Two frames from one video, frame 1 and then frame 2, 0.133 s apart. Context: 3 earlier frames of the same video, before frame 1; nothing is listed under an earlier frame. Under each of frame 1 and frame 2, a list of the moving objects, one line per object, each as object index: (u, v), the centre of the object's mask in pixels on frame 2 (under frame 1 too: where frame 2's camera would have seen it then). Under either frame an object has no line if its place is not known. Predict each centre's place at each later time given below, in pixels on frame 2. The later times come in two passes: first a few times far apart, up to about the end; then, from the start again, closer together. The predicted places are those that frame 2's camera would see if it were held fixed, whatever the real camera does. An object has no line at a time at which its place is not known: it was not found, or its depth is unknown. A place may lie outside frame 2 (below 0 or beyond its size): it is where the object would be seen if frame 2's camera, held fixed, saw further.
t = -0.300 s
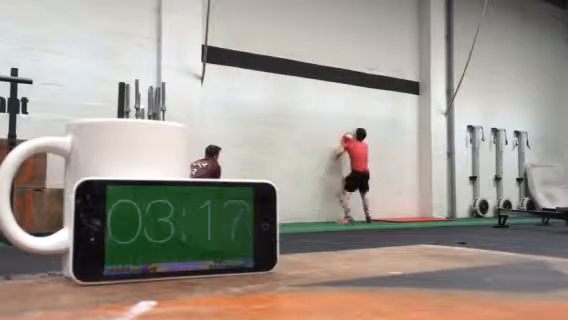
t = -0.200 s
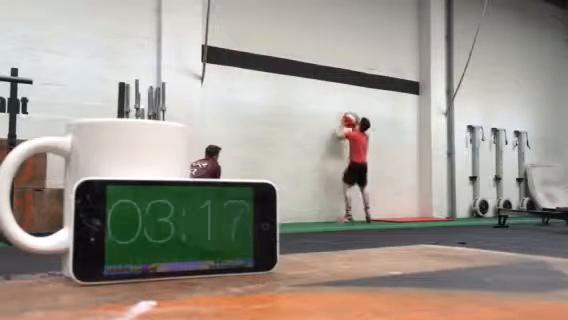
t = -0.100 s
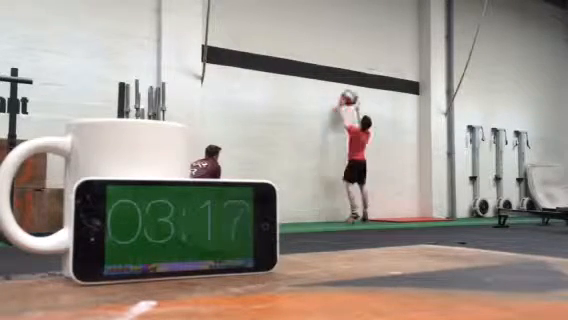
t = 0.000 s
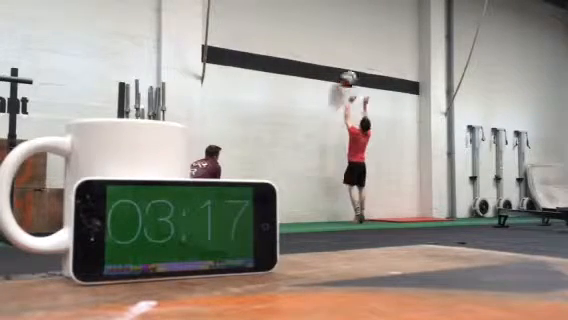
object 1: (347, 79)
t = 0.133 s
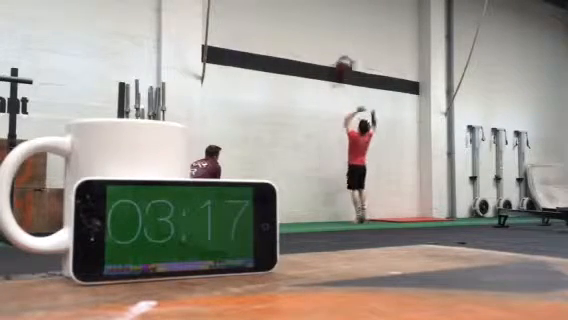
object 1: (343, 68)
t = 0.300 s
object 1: (342, 57)
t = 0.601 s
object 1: (344, 74)
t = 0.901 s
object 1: (348, 140)
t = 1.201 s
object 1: (351, 209)
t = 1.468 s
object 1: (355, 205)
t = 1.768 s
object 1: (357, 215)
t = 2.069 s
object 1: (357, 215)
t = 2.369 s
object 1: (357, 215)
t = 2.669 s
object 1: (357, 215)
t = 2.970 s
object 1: (357, 215)
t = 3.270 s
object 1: (358, 214)
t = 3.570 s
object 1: (357, 215)
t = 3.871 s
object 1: (357, 215)
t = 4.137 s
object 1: (357, 214)
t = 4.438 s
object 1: (357, 215)
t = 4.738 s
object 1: (358, 215)
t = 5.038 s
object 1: (357, 215)
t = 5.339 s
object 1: (357, 215)
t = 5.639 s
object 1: (357, 215)
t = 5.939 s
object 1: (358, 215)
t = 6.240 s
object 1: (358, 215)
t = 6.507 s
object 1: (357, 214)
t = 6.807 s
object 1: (357, 214)
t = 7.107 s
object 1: (357, 215)
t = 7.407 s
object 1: (357, 215)
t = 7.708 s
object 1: (357, 215)
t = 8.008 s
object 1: (357, 215)
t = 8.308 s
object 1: (357, 215)
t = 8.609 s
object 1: (358, 215)
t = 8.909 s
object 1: (358, 215)
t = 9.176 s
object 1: (357, 215)
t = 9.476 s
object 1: (357, 215)
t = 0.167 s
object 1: (343, 63)
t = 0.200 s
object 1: (342, 60)
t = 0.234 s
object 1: (342, 58)
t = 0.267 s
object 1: (342, 58)
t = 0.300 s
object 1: (342, 57)
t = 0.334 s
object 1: (342, 57)
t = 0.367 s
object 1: (343, 57)
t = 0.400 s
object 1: (343, 58)
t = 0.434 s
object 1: (343, 60)
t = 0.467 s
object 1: (344, 61)
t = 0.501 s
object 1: (345, 63)
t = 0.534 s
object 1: (345, 66)
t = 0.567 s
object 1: (344, 71)
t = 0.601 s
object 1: (344, 74)
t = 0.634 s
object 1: (346, 79)
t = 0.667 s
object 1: (346, 85)
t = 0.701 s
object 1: (346, 91)
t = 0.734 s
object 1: (347, 98)
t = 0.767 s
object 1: (347, 105)
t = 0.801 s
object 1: (347, 113)
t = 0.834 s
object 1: (347, 122)
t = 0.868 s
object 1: (348, 130)
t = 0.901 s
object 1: (348, 140)
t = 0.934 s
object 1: (348, 151)
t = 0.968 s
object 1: (348, 161)
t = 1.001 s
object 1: (349, 174)
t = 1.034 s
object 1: (349, 186)
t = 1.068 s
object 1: (349, 199)
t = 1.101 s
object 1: (350, 213)
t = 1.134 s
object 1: (350, 216)
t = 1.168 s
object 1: (350, 212)
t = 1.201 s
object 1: (351, 209)
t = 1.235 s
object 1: (352, 207)
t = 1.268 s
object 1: (352, 205)
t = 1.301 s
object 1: (353, 204)
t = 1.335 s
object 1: (353, 203)
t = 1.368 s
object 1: (353, 203)
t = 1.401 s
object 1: (354, 203)
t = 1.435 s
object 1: (354, 203)
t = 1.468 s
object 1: (355, 205)
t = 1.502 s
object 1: (356, 208)
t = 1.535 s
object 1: (356, 211)
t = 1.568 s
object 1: (357, 215)
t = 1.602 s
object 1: (357, 215)
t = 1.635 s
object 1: (357, 215)
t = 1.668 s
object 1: (357, 215)
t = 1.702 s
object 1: (357, 214)
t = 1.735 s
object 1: (357, 215)
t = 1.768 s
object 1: (357, 215)
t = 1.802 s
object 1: (357, 215)
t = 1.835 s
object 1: (357, 215)
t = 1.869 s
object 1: (357, 215)
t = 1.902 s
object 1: (357, 215)
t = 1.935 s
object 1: (357, 214)
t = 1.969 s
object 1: (357, 215)
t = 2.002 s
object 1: (357, 215)
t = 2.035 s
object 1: (357, 215)
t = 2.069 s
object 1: (357, 215)
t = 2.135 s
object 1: (357, 215)
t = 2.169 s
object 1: (357, 215)
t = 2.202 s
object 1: (357, 215)
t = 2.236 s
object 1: (357, 215)
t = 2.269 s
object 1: (357, 215)
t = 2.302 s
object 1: (357, 215)
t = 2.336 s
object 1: (357, 215)
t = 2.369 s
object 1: (357, 215)
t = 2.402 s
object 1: (357, 215)
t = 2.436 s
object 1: (357, 215)
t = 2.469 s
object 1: (357, 215)
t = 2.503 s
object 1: (357, 215)
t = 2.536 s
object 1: (357, 215)
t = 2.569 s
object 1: (357, 215)
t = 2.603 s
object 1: (357, 215)
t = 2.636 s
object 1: (357, 215)
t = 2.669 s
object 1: (357, 215)
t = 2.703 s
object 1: (357, 215)
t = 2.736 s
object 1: (357, 215)
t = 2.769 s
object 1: (357, 215)
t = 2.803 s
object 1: (357, 215)
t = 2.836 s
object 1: (357, 215)
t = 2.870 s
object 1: (357, 215)
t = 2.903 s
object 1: (357, 215)
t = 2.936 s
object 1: (357, 215)
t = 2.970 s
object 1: (357, 215)
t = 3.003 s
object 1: (357, 215)
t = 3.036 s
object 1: (357, 215)
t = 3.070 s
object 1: (357, 215)
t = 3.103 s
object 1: (357, 215)
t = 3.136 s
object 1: (358, 214)
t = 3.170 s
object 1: (357, 215)
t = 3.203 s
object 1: (358, 214)
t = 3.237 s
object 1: (358, 214)
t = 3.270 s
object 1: (358, 214)
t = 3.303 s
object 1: (358, 214)
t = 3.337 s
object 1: (358, 214)
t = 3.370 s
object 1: (358, 214)
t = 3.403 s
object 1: (358, 214)
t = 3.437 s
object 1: (358, 214)
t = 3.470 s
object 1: (358, 214)
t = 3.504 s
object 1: (358, 214)
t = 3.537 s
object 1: (358, 214)
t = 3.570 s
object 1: (357, 215)
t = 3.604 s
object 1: (358, 214)
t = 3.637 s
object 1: (357, 214)
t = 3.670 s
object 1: (357, 215)
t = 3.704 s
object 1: (357, 214)
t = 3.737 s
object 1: (357, 214)
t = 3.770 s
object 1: (357, 214)
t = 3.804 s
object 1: (357, 215)
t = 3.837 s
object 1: (357, 215)
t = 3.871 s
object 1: (357, 215)
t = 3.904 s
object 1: (357, 215)
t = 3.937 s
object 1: (357, 214)
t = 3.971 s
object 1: (357, 214)
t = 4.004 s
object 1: (357, 215)
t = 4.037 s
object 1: (357, 214)
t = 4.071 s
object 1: (357, 215)
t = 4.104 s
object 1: (357, 214)
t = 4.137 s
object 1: (357, 214)
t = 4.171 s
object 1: (357, 214)
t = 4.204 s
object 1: (357, 215)
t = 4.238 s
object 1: (357, 215)
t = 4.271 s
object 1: (357, 215)
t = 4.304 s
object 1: (357, 215)
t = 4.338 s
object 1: (357, 215)
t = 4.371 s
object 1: (357, 215)
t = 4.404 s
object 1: (357, 215)
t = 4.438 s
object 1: (357, 215)
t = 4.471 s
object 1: (357, 215)
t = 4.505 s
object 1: (357, 215)
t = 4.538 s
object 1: (357, 215)
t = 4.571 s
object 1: (357, 215)
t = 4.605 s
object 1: (357, 215)
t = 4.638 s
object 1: (357, 215)
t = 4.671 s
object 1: (357, 215)
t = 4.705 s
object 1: (357, 215)
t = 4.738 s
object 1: (358, 215)
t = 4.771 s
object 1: (358, 215)
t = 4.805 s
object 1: (358, 215)
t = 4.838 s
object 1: (357, 215)
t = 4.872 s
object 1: (357, 215)
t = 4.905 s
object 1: (358, 215)
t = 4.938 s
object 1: (358, 215)
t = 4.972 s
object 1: (357, 215)
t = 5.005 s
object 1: (357, 215)
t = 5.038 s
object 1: (357, 215)
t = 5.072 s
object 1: (357, 215)
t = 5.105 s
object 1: (357, 215)
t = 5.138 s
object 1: (357, 215)
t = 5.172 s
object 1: (357, 215)
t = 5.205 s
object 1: (358, 215)
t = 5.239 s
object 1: (357, 215)
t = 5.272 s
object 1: (357, 215)
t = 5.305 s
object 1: (357, 215)
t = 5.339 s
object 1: (357, 215)
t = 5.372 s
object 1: (357, 215)
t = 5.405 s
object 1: (357, 215)
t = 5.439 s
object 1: (357, 215)
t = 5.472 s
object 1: (357, 215)
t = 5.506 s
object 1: (357, 215)
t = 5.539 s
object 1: (357, 215)
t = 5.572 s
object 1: (357, 215)
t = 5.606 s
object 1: (357, 215)
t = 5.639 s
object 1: (357, 215)
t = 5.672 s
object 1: (357, 215)
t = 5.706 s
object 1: (358, 215)
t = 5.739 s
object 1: (358, 215)
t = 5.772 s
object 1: (357, 215)
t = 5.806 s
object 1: (357, 215)
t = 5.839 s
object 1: (357, 215)
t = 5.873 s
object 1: (357, 215)
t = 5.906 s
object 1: (358, 215)
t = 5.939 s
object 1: (358, 215)
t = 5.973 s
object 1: (358, 215)
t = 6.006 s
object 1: (358, 215)
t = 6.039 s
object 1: (358, 215)
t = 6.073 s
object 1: (358, 215)
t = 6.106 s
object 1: (358, 215)
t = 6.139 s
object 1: (358, 215)
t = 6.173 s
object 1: (358, 215)
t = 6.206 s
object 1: (358, 215)
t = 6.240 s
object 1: (358, 215)
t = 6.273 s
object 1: (358, 215)
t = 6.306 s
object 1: (358, 215)
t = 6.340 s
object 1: (357, 215)
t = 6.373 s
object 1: (357, 214)
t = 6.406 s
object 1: (357, 214)
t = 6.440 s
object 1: (357, 214)
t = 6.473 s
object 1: (357, 214)
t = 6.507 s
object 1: (357, 214)
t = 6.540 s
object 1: (357, 214)
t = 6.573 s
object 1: (357, 214)
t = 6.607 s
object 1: (357, 214)
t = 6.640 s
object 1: (357, 214)
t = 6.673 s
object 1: (357, 214)
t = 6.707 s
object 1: (357, 214)
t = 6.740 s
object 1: (357, 214)
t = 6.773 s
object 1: (357, 214)
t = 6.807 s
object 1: (357, 214)
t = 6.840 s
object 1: (357, 214)
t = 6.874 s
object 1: (357, 215)
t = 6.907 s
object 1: (357, 215)
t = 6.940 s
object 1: (357, 215)
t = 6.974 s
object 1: (357, 215)
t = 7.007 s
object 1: (357, 215)
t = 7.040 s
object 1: (357, 215)
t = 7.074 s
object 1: (357, 215)
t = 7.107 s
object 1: (357, 215)
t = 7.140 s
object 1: (357, 215)
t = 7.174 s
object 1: (357, 215)
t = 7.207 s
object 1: (357, 215)
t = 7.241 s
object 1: (357, 215)
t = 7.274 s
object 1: (357, 215)
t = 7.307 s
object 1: (357, 215)
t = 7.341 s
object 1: (357, 215)
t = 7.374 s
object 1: (357, 215)
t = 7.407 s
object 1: (357, 215)
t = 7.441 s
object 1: (357, 215)
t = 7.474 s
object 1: (357, 215)
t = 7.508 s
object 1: (357, 215)
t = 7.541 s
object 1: (357, 215)
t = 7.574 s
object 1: (357, 215)
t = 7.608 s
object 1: (357, 215)
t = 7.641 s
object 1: (357, 215)
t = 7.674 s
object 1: (357, 215)
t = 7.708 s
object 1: (357, 215)
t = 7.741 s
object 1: (357, 215)
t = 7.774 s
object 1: (357, 215)
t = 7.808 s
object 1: (357, 215)
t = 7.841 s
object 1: (357, 215)
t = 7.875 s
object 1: (357, 215)
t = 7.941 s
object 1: (357, 215)
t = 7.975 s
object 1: (357, 215)
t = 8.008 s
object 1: (357, 215)
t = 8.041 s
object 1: (357, 215)
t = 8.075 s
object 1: (357, 215)
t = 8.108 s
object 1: (357, 215)
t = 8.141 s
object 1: (358, 215)
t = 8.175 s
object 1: (358, 215)
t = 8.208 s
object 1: (358, 215)
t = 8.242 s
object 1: (358, 215)
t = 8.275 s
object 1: (358, 215)
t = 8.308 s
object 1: (357, 215)
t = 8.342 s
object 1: (358, 215)
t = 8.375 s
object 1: (358, 215)
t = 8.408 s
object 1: (357, 215)
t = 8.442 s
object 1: (358, 215)
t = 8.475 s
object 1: (358, 215)
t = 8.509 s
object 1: (358, 215)
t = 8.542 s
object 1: (358, 215)
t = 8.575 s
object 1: (358, 215)
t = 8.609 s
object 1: (358, 215)
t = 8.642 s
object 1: (358, 215)
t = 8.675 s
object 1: (358, 215)
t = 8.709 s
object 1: (358, 215)
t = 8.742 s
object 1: (358, 215)
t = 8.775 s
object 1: (358, 215)
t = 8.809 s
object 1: (358, 215)
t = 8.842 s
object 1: (358, 215)
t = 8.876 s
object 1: (358, 215)
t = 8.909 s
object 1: (358, 215)
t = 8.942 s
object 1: (358, 215)
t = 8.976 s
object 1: (358, 215)
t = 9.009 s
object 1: (357, 215)
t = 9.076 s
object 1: (357, 215)
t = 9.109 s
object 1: (357, 215)
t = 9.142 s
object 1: (357, 215)
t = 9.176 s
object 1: (357, 215)
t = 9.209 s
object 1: (357, 215)
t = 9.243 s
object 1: (357, 215)
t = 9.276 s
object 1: (357, 215)
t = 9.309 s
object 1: (357, 215)
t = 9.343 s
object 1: (357, 215)
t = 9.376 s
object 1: (357, 215)
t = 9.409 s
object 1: (357, 215)
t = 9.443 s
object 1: (357, 215)
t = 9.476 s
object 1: (357, 215)
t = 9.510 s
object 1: (357, 215)
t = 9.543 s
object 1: (357, 215)
